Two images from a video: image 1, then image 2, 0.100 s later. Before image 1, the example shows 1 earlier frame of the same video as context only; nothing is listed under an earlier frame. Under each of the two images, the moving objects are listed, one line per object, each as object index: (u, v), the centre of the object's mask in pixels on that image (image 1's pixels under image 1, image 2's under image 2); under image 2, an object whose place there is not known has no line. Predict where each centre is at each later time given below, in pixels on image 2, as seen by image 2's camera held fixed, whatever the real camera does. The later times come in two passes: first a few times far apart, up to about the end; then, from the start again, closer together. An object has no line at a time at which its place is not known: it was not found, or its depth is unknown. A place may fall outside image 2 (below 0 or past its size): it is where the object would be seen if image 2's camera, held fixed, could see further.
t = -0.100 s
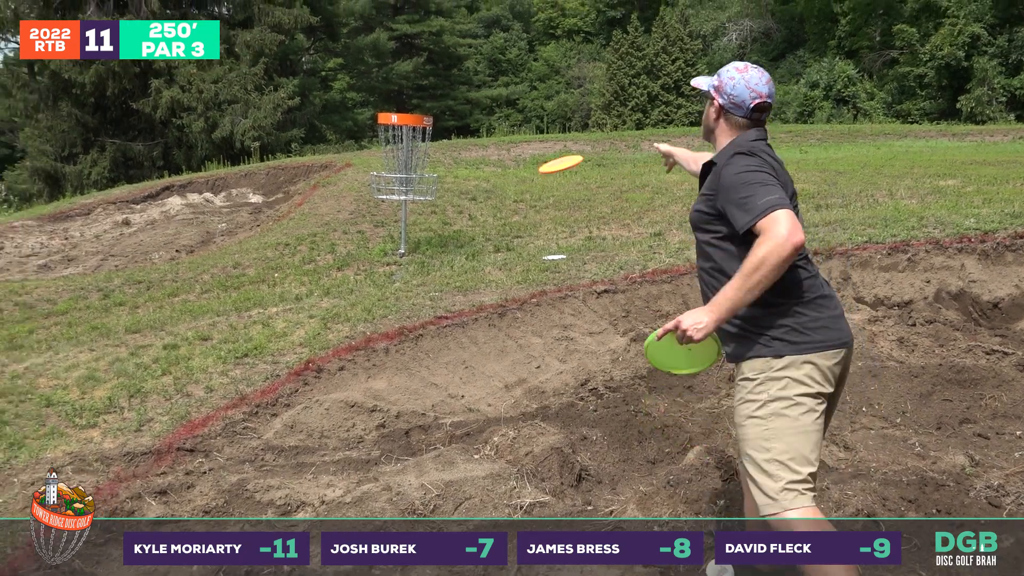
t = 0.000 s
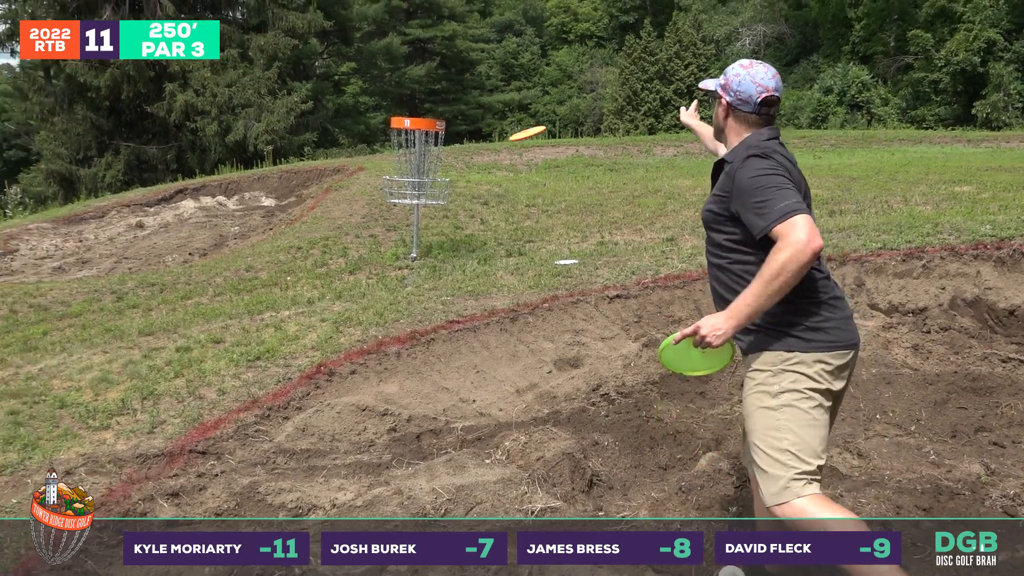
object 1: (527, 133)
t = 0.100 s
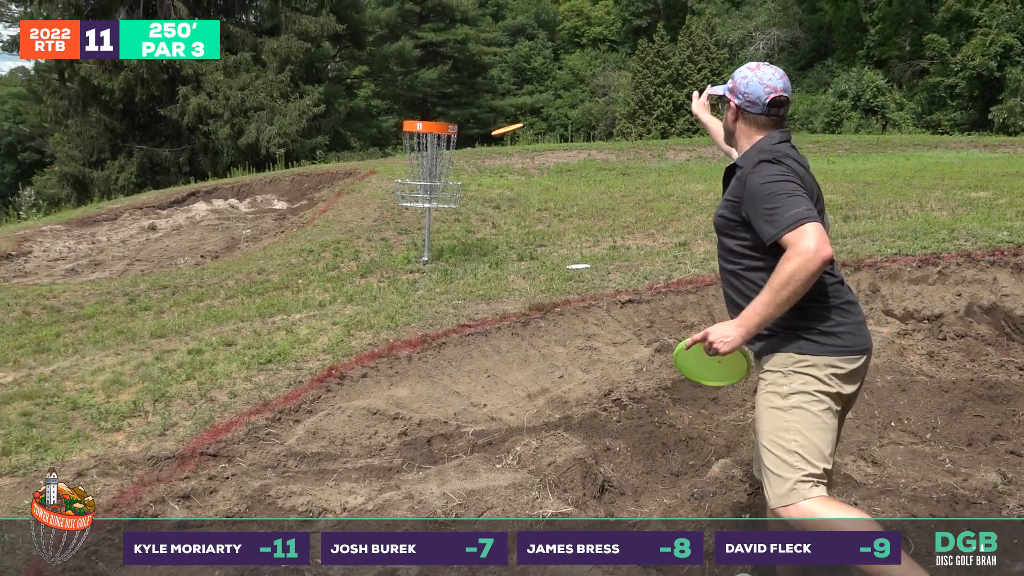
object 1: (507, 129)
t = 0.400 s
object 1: (448, 171)
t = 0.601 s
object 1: (457, 162)
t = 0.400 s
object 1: (448, 171)
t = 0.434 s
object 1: (443, 177)
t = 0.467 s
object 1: (438, 183)
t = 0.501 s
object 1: (439, 179)
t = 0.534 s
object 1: (445, 172)
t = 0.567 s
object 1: (451, 167)
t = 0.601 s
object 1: (457, 162)
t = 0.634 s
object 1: (463, 159)
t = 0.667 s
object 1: (470, 157)
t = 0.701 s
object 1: (476, 155)
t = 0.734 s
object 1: (483, 155)
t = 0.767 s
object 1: (490, 156)
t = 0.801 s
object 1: (497, 158)
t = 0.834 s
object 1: (503, 161)
